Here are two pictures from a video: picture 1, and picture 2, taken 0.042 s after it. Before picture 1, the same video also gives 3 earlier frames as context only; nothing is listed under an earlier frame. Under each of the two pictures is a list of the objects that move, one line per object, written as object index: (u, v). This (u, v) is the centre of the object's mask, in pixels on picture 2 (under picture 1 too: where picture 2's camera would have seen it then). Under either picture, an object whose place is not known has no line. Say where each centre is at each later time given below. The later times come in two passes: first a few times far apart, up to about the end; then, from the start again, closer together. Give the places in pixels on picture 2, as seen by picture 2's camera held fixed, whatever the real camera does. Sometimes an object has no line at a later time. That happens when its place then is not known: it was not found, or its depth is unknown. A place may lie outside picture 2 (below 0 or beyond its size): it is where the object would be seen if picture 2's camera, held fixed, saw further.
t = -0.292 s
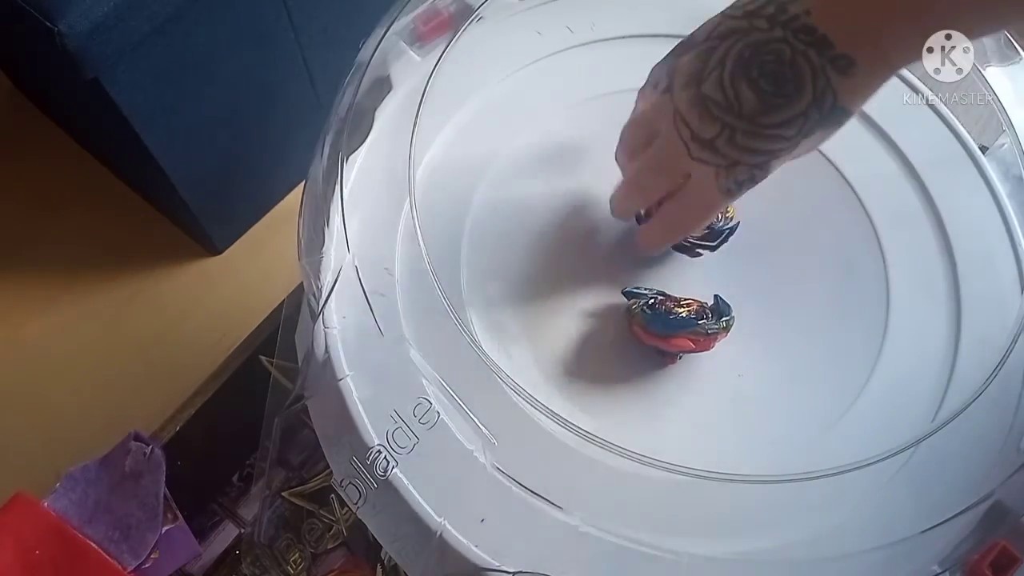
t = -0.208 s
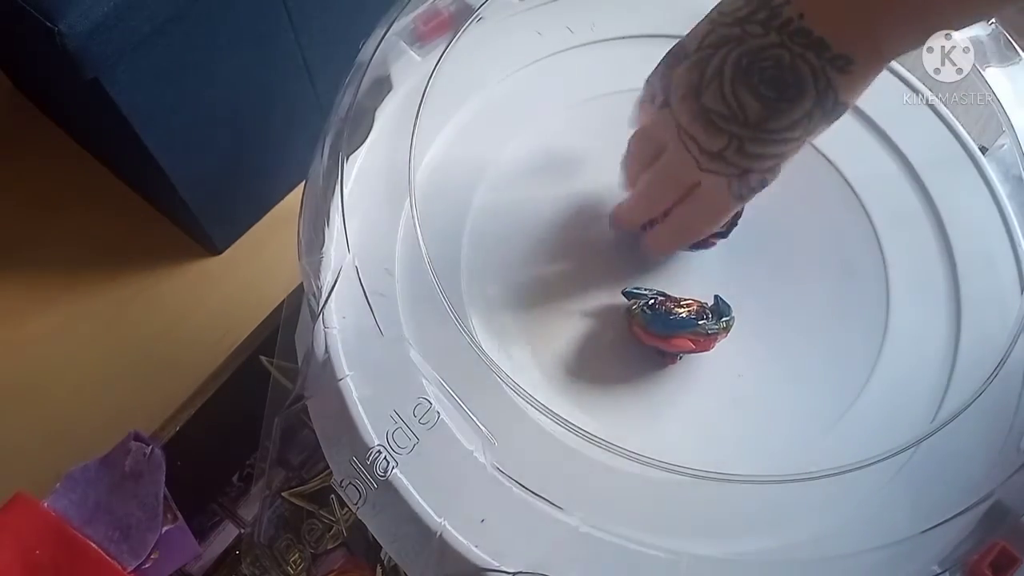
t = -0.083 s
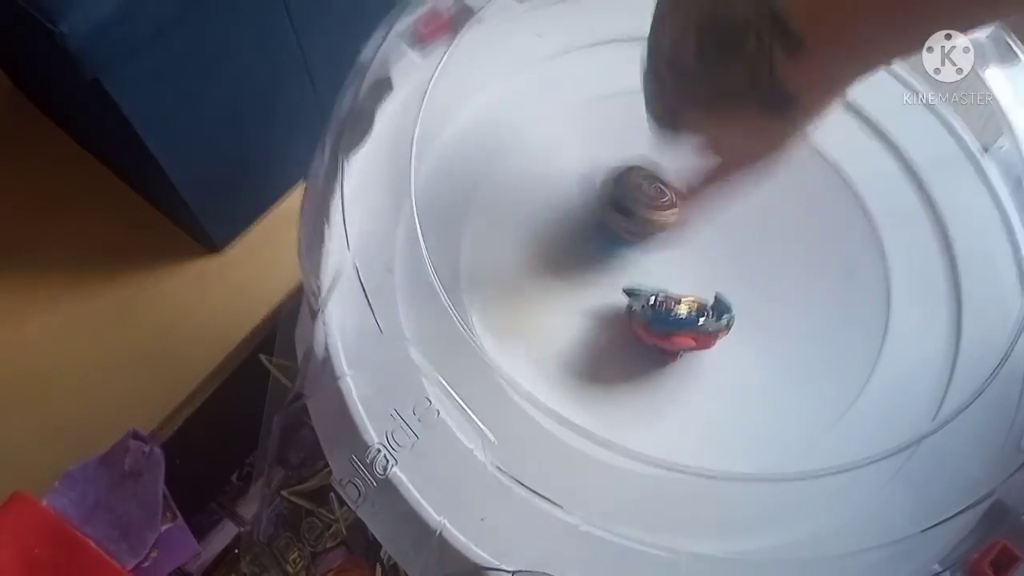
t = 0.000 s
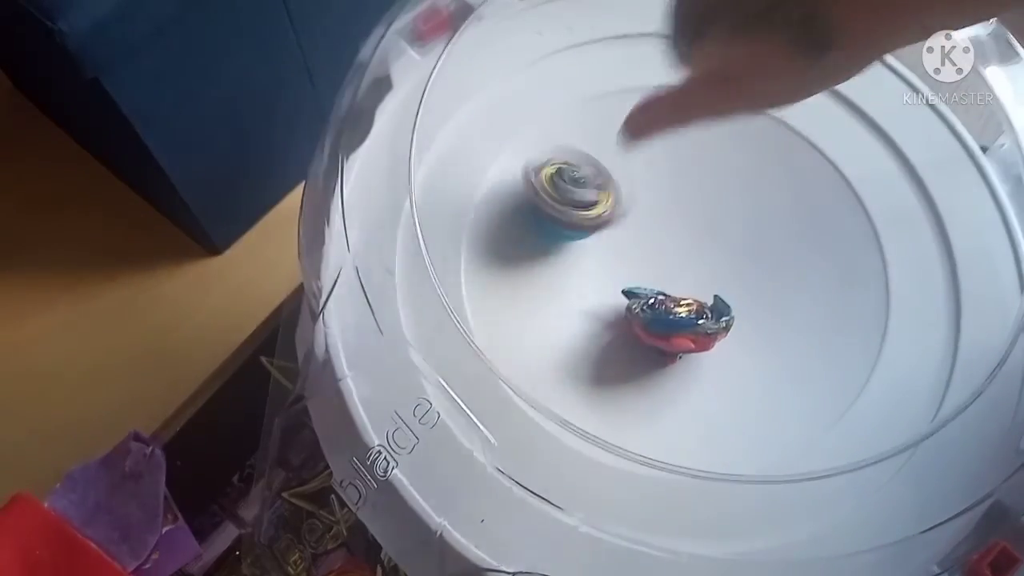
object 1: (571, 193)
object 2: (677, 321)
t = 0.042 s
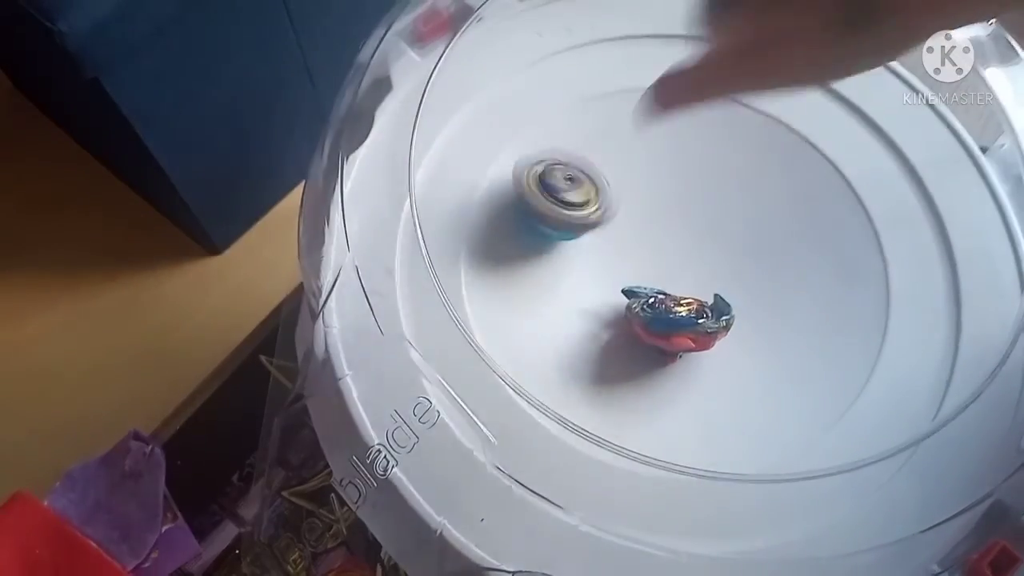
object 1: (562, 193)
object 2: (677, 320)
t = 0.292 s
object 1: (612, 241)
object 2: (677, 327)
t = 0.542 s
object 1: (727, 214)
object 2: (698, 311)
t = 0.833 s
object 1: (731, 215)
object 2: (644, 300)
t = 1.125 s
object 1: (731, 246)
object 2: (650, 293)
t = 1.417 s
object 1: (726, 241)
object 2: (649, 293)
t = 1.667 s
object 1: (725, 241)
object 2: (650, 293)
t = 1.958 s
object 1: (725, 241)
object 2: (650, 293)
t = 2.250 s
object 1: (725, 241)
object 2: (649, 294)
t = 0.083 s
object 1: (557, 195)
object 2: (676, 320)
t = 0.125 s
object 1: (559, 203)
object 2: (677, 320)
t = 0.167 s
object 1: (565, 211)
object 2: (677, 320)
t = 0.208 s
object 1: (574, 219)
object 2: (677, 320)
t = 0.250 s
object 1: (588, 228)
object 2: (677, 320)
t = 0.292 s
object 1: (612, 241)
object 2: (677, 327)
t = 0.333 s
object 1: (628, 235)
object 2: (677, 327)
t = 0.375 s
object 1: (646, 229)
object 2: (680, 333)
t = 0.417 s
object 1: (668, 224)
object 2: (688, 334)
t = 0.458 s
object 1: (685, 220)
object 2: (693, 330)
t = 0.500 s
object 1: (701, 218)
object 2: (698, 323)
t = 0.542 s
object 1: (727, 214)
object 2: (698, 311)
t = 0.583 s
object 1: (738, 209)
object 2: (691, 304)
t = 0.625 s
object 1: (748, 205)
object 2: (684, 296)
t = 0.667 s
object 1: (752, 204)
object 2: (673, 291)
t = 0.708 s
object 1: (749, 207)
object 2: (654, 293)
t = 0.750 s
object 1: (743, 210)
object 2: (649, 294)
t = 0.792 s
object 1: (737, 212)
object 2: (646, 297)
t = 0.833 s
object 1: (731, 215)
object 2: (644, 300)
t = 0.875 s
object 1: (723, 226)
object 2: (644, 299)
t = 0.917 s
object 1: (722, 231)
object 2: (647, 296)
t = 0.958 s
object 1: (723, 235)
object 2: (648, 294)
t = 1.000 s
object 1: (725, 238)
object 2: (649, 293)
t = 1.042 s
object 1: (728, 242)
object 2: (650, 293)
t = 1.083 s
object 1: (732, 246)
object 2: (650, 293)
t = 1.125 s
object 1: (731, 246)
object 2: (650, 293)
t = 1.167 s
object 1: (729, 245)
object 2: (650, 293)
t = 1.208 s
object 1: (728, 243)
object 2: (650, 292)
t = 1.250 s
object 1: (726, 241)
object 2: (649, 293)
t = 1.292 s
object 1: (725, 240)
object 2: (649, 293)
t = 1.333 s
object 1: (725, 239)
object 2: (649, 293)
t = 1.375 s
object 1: (725, 240)
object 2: (649, 293)
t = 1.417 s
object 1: (726, 241)
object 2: (649, 293)
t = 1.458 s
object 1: (726, 241)
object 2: (650, 293)
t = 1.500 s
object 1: (725, 240)
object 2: (650, 293)
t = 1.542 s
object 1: (725, 240)
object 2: (650, 293)
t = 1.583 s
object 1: (725, 241)
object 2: (650, 293)
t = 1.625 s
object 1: (725, 241)
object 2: (650, 293)
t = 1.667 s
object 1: (725, 241)
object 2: (650, 293)
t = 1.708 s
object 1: (725, 241)
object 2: (650, 293)
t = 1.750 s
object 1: (725, 241)
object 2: (650, 293)
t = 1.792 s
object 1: (725, 241)
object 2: (650, 293)
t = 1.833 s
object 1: (725, 241)
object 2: (650, 293)
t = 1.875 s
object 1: (725, 241)
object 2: (650, 293)
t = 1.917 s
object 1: (725, 241)
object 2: (650, 293)
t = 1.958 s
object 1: (725, 241)
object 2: (650, 293)
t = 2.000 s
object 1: (725, 241)
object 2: (650, 293)
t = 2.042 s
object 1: (725, 241)
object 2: (649, 293)
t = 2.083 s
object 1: (725, 241)
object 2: (649, 293)
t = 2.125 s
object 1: (725, 241)
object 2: (649, 294)
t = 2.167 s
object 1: (725, 241)
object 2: (649, 294)
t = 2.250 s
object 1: (725, 241)
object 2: (649, 294)
